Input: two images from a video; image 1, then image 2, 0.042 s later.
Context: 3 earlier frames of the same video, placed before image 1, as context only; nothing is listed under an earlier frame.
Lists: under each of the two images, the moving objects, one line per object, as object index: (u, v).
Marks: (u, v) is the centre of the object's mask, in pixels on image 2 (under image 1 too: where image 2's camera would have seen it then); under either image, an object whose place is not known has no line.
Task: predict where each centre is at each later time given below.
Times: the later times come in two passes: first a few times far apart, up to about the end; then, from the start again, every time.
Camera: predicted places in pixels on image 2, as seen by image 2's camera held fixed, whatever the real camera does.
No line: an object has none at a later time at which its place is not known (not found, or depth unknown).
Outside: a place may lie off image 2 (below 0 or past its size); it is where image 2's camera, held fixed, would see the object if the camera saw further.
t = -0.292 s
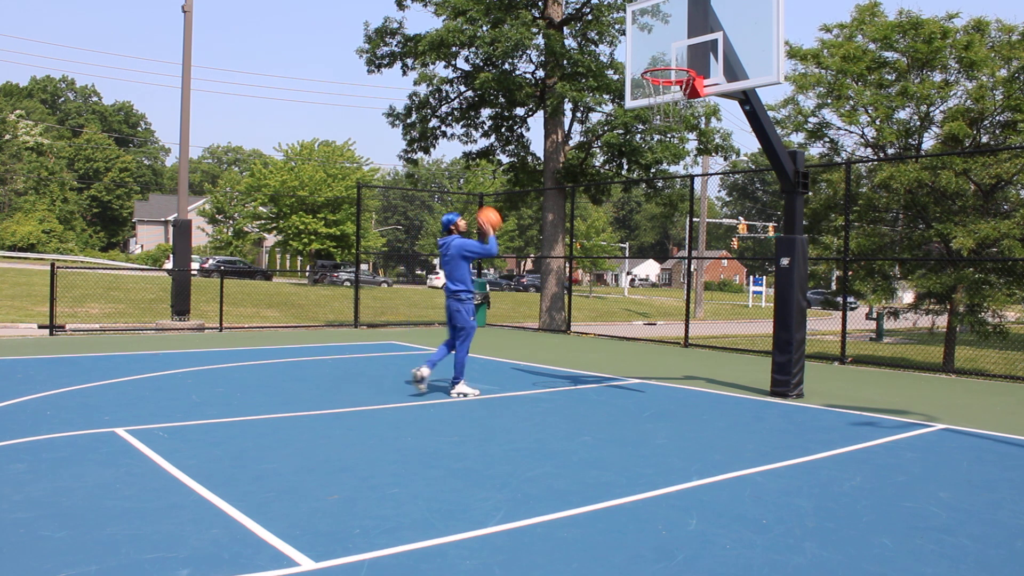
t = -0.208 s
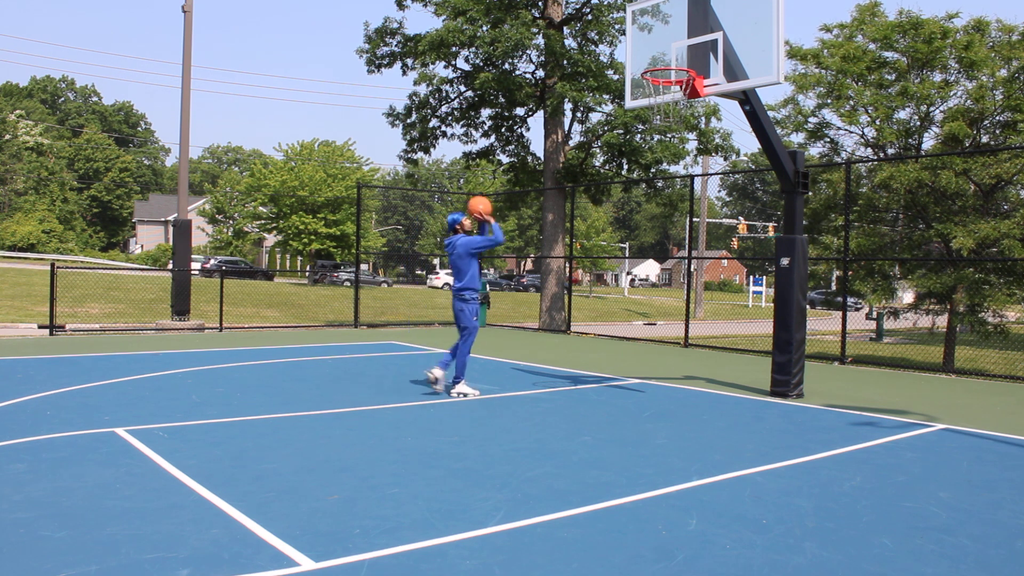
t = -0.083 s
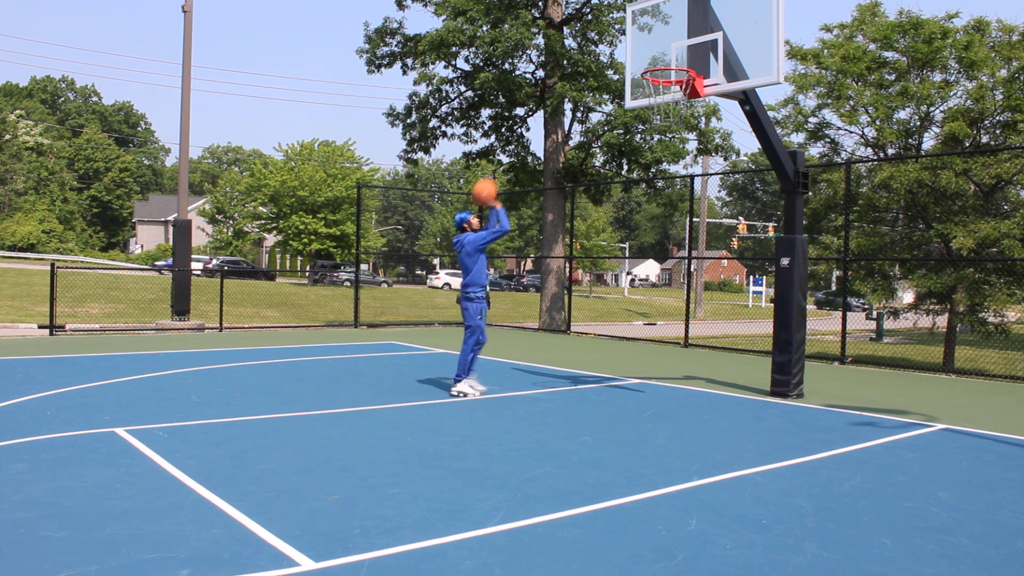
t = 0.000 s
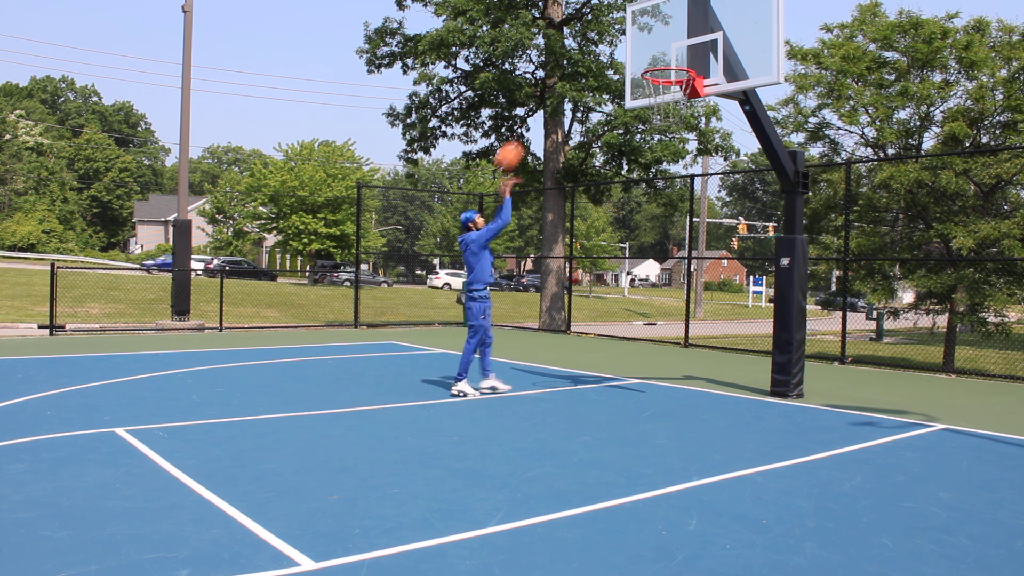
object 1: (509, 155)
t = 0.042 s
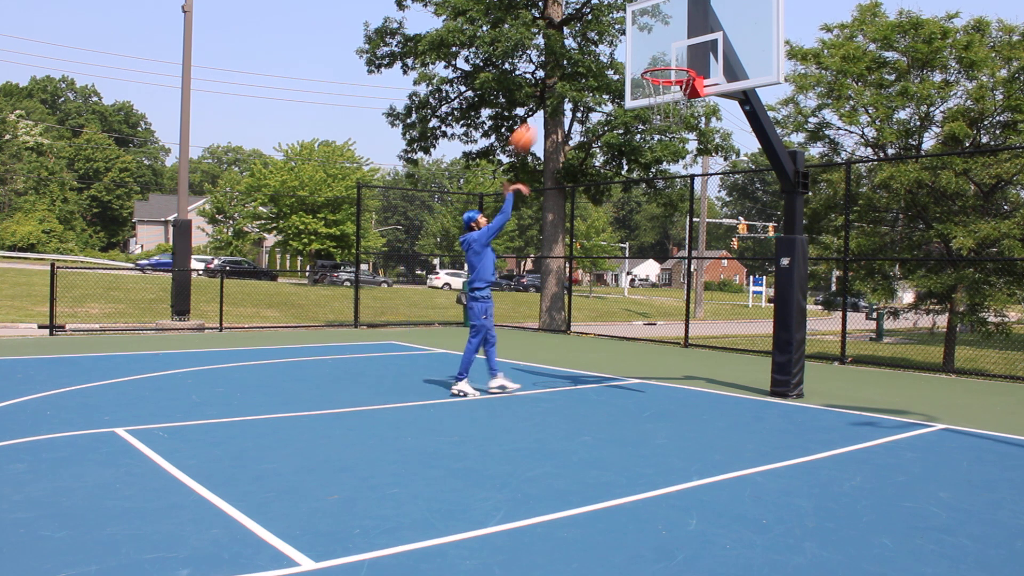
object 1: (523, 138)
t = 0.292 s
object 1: (617, 62)
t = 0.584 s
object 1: (671, 54)
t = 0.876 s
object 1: (676, 80)
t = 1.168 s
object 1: (671, 104)
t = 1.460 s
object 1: (657, 147)
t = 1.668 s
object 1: (645, 227)
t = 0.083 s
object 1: (542, 118)
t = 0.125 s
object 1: (555, 105)
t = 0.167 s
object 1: (571, 91)
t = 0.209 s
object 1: (587, 80)
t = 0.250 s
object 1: (601, 70)
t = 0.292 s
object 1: (617, 62)
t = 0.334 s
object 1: (634, 56)
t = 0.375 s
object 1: (649, 50)
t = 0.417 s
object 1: (663, 48)
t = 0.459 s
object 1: (665, 48)
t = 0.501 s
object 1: (667, 48)
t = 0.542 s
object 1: (669, 50)
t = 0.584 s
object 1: (671, 54)
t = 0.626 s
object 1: (674, 58)
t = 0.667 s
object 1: (673, 66)
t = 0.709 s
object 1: (665, 70)
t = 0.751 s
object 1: (657, 76)
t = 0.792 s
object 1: (662, 77)
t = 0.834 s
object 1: (670, 80)
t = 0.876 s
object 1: (676, 80)
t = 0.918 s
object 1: (680, 82)
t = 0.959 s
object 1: (681, 86)
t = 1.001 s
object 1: (682, 89)
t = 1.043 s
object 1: (680, 90)
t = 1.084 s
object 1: (677, 94)
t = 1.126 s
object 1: (674, 98)
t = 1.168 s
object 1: (671, 104)
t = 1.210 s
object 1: (670, 109)
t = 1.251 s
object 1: (668, 113)
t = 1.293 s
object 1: (666, 116)
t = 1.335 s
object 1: (663, 121)
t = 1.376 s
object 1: (662, 127)
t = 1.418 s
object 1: (660, 136)
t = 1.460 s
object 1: (657, 147)
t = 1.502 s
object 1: (655, 159)
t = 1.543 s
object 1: (652, 173)
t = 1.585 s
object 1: (650, 189)
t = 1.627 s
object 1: (648, 207)
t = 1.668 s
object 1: (645, 227)
